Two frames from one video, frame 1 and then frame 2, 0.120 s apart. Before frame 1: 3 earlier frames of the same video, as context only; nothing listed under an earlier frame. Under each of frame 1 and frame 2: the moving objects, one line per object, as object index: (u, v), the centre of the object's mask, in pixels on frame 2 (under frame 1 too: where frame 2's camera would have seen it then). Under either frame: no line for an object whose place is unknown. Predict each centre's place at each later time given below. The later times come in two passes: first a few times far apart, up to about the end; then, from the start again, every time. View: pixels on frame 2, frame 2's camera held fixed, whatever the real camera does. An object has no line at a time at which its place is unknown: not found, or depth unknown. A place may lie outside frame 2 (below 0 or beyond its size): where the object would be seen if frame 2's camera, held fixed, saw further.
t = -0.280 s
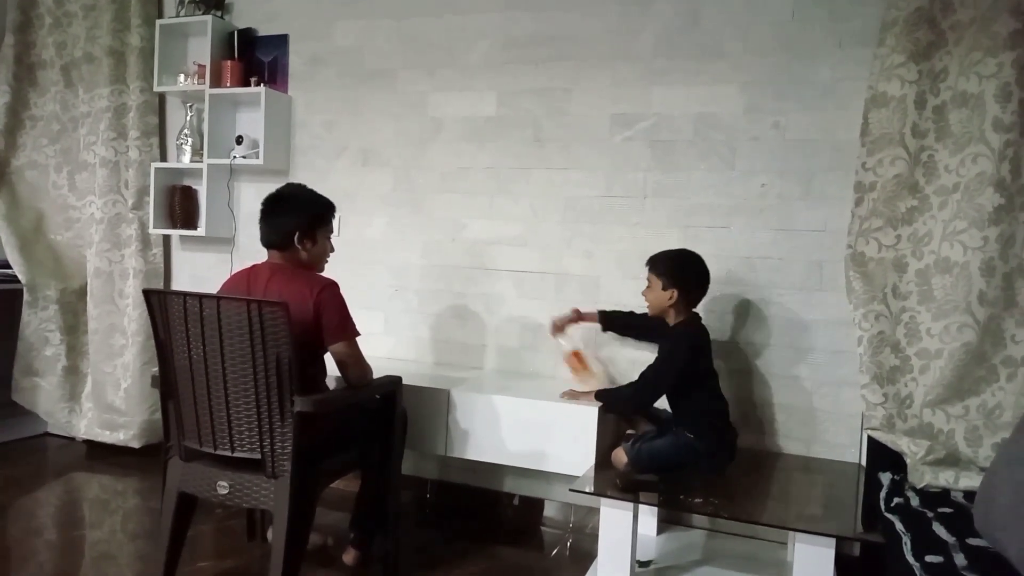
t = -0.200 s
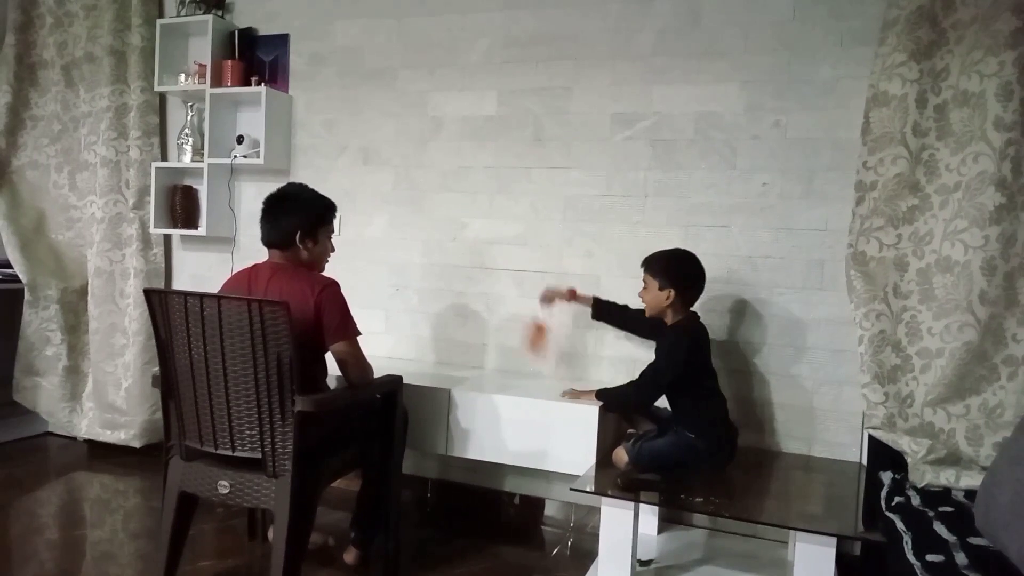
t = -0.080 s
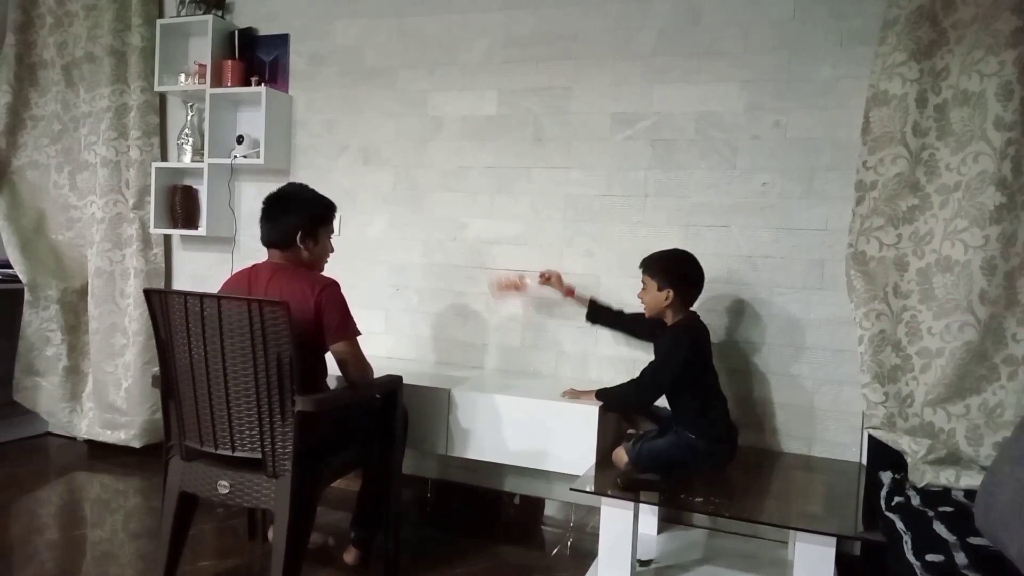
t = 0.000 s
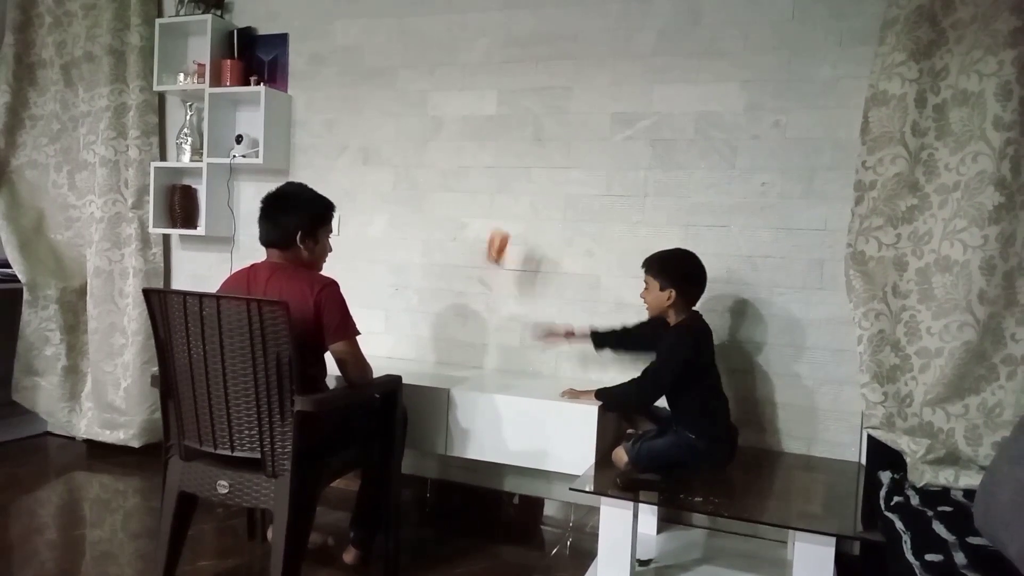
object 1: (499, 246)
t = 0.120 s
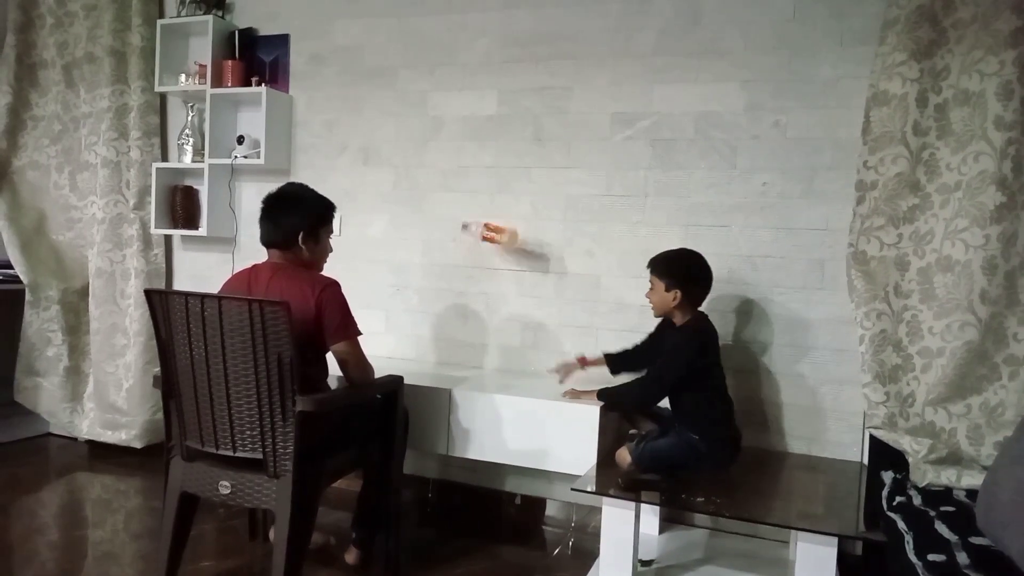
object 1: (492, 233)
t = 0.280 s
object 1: (478, 272)
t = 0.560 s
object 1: (470, 367)
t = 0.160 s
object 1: (491, 235)
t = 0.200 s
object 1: (490, 240)
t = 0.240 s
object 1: (482, 258)
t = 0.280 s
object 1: (478, 272)
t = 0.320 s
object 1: (476, 290)
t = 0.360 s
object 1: (473, 312)
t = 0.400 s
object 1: (467, 343)
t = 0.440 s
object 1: (464, 366)
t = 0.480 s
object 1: (470, 367)
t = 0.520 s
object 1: (470, 367)
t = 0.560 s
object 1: (470, 367)
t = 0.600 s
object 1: (469, 367)
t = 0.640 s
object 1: (469, 368)
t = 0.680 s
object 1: (469, 368)
